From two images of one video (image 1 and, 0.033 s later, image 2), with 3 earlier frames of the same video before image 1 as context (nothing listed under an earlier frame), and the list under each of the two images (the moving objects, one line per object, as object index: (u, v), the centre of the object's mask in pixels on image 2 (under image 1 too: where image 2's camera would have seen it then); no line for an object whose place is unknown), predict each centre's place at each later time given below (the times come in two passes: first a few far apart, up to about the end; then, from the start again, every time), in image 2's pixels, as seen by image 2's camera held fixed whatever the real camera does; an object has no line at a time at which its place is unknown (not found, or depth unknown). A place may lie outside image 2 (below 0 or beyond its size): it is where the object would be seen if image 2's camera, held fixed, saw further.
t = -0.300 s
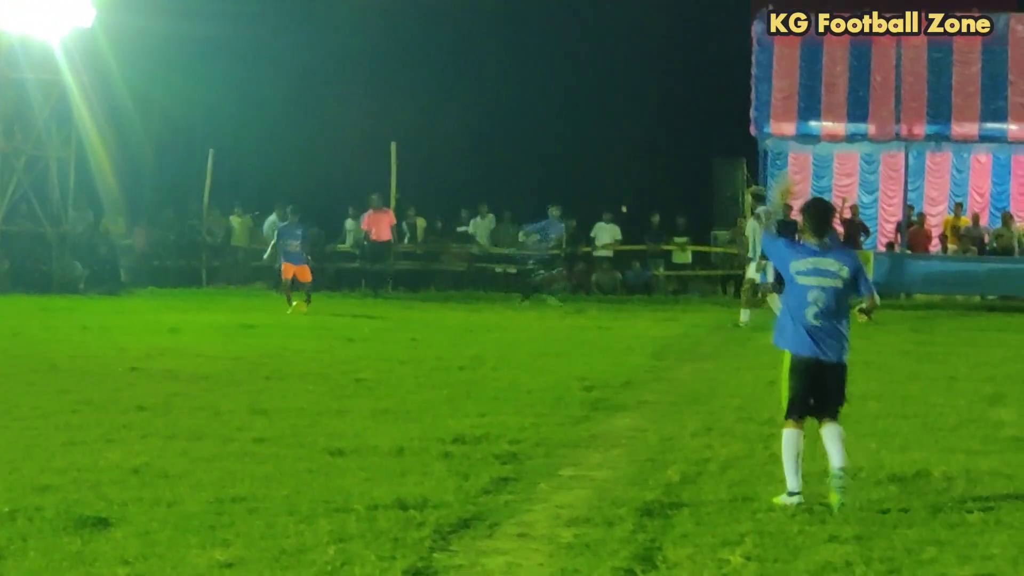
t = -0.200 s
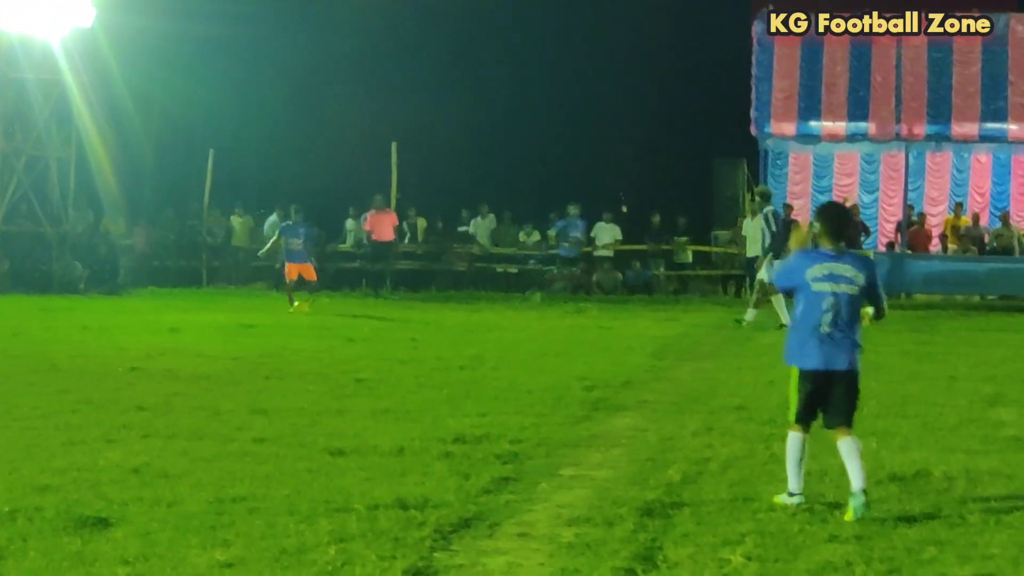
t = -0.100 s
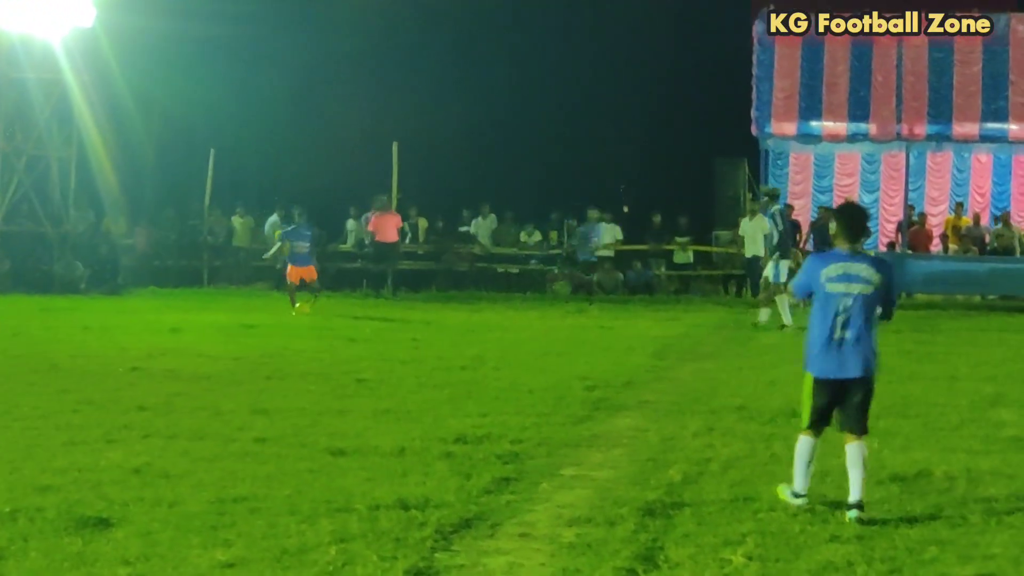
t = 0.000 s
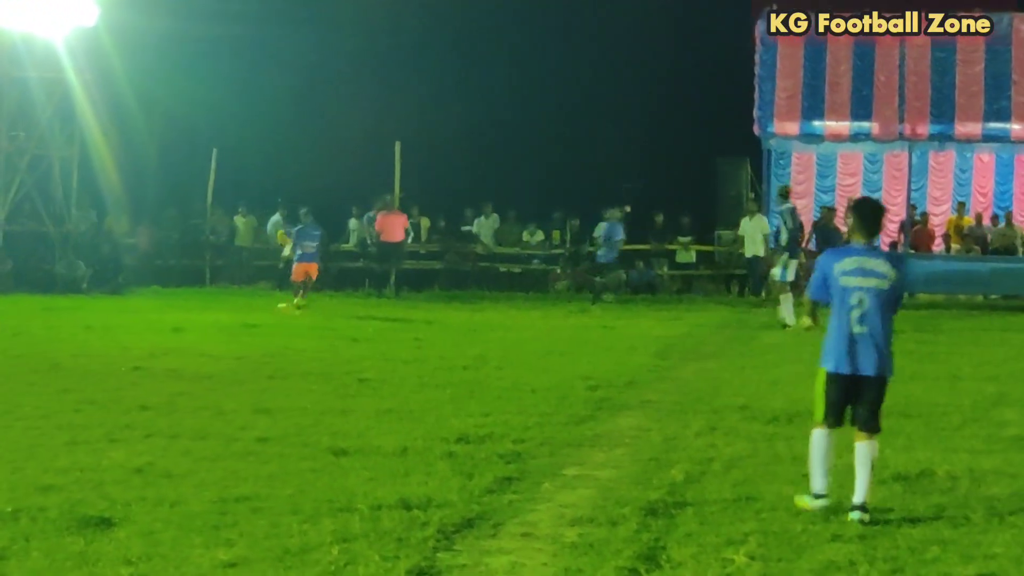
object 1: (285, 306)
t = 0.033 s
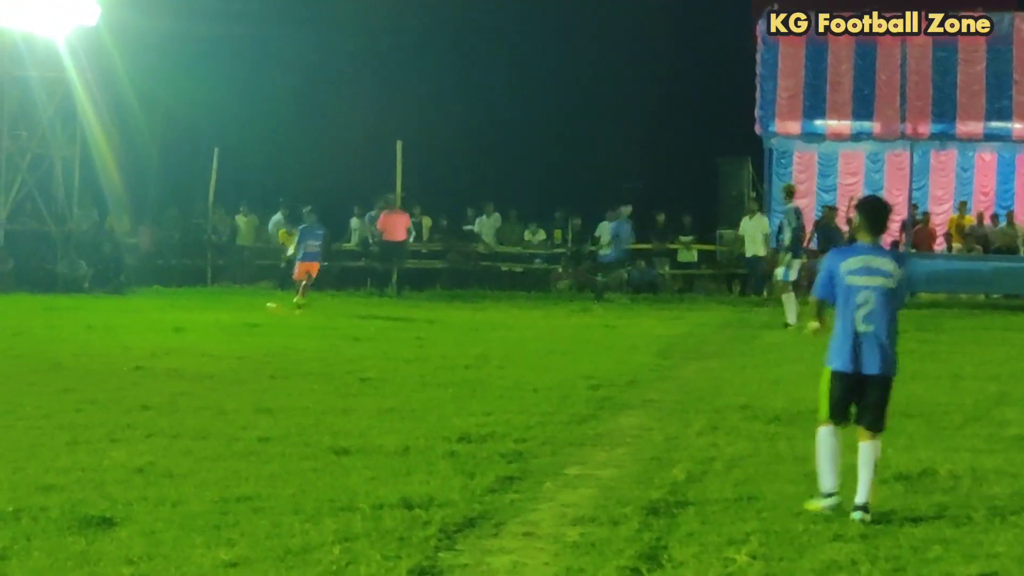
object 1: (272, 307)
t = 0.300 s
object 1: (174, 321)
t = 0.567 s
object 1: (57, 331)
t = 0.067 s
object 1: (259, 308)
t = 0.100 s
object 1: (248, 309)
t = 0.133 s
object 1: (234, 310)
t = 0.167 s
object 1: (222, 310)
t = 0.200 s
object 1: (213, 317)
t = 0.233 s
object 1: (199, 316)
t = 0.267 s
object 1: (187, 317)
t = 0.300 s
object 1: (174, 321)
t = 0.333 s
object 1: (159, 322)
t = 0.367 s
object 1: (144, 324)
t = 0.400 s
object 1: (131, 326)
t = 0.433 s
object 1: (116, 327)
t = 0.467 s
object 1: (101, 328)
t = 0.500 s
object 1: (88, 330)
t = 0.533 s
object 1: (72, 331)
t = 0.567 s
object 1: (57, 331)
